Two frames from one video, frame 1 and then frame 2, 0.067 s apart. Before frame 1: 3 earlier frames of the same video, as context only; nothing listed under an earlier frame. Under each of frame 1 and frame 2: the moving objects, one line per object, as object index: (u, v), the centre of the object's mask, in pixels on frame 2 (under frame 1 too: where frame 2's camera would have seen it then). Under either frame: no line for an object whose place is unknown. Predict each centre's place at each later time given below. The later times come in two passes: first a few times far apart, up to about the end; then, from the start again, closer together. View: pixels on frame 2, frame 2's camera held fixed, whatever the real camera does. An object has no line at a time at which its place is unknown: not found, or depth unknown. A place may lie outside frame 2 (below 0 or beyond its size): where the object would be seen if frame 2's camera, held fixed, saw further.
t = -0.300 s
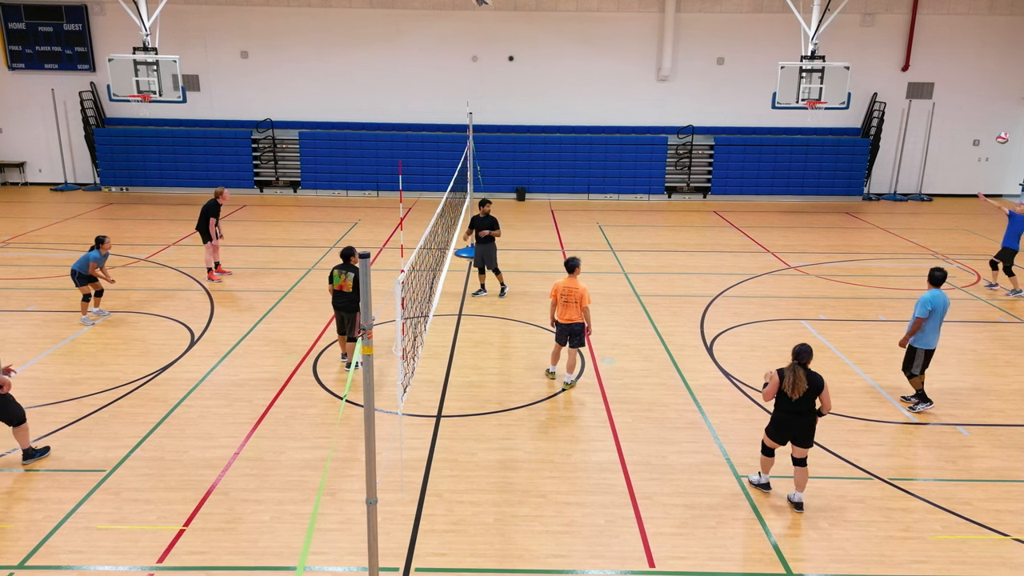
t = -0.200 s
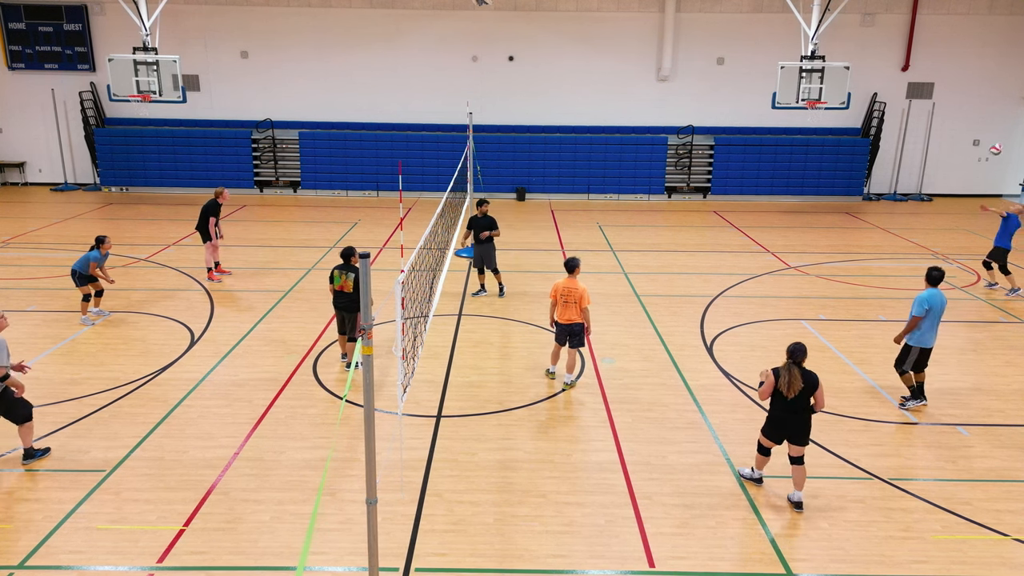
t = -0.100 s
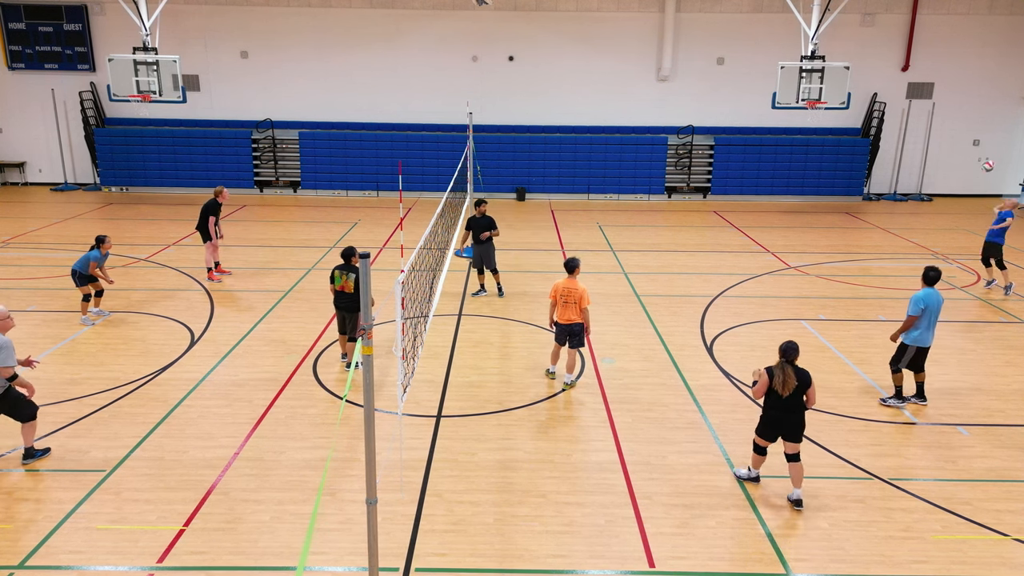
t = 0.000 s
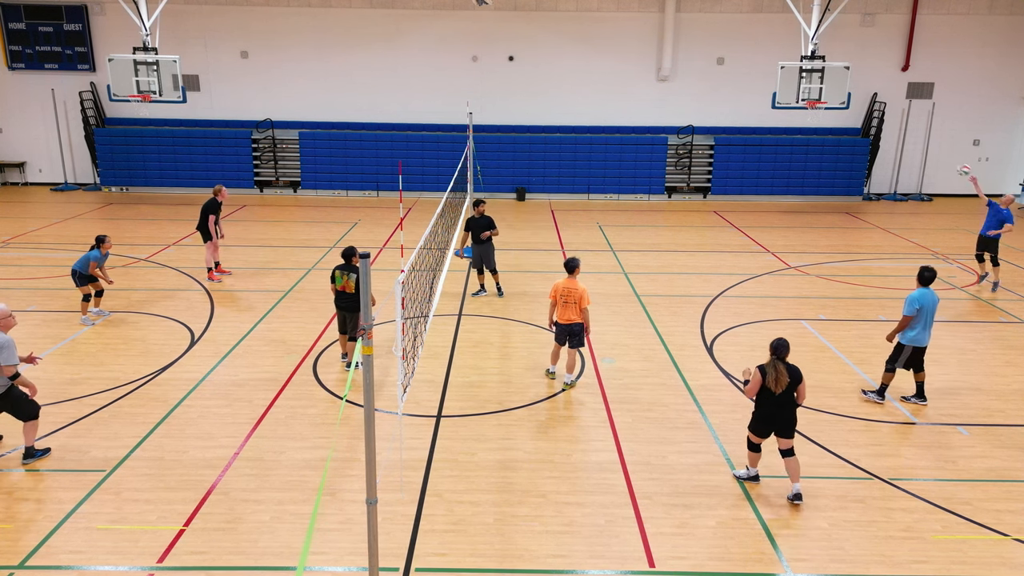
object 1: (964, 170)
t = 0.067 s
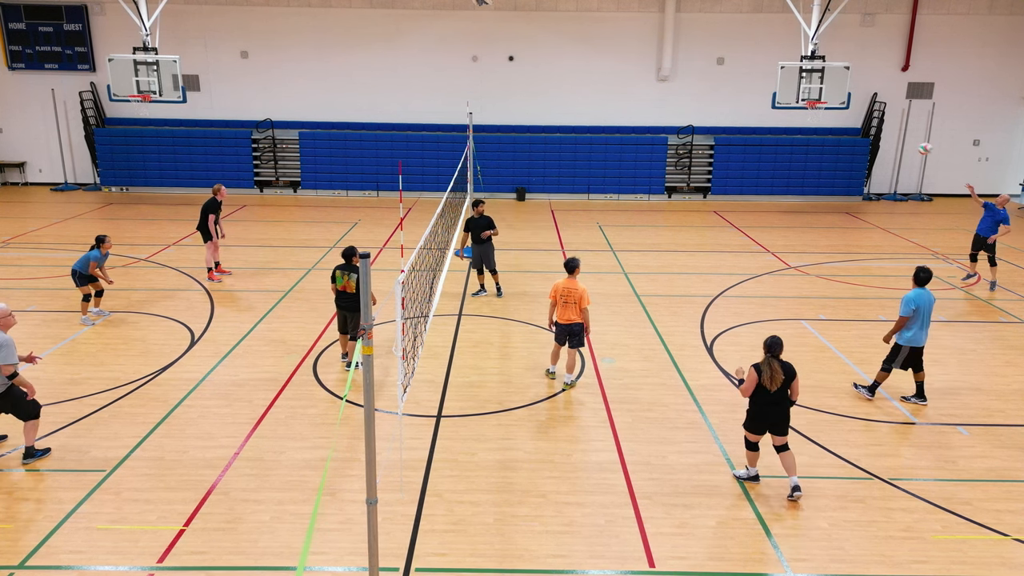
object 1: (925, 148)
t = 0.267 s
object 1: (799, 95)
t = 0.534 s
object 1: (610, 51)
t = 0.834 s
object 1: (377, 56)
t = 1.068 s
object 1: (189, 105)
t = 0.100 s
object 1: (904, 139)
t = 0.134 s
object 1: (884, 129)
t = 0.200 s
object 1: (841, 111)
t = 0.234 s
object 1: (819, 103)
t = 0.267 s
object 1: (799, 95)
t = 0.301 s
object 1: (777, 88)
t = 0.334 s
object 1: (754, 81)
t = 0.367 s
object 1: (730, 74)
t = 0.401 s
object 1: (707, 68)
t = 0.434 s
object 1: (683, 63)
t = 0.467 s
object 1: (659, 58)
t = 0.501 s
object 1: (634, 55)
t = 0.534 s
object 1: (610, 51)
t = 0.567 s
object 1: (585, 49)
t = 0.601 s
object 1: (560, 48)
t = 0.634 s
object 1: (535, 47)
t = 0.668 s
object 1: (509, 46)
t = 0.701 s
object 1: (483, 47)
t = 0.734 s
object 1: (456, 48)
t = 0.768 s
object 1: (430, 50)
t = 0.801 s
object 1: (403, 52)
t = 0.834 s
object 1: (377, 56)
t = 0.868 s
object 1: (351, 60)
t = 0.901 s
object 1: (323, 65)
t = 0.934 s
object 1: (296, 71)
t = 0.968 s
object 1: (270, 78)
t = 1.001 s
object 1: (243, 86)
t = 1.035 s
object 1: (216, 95)
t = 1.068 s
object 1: (189, 105)
